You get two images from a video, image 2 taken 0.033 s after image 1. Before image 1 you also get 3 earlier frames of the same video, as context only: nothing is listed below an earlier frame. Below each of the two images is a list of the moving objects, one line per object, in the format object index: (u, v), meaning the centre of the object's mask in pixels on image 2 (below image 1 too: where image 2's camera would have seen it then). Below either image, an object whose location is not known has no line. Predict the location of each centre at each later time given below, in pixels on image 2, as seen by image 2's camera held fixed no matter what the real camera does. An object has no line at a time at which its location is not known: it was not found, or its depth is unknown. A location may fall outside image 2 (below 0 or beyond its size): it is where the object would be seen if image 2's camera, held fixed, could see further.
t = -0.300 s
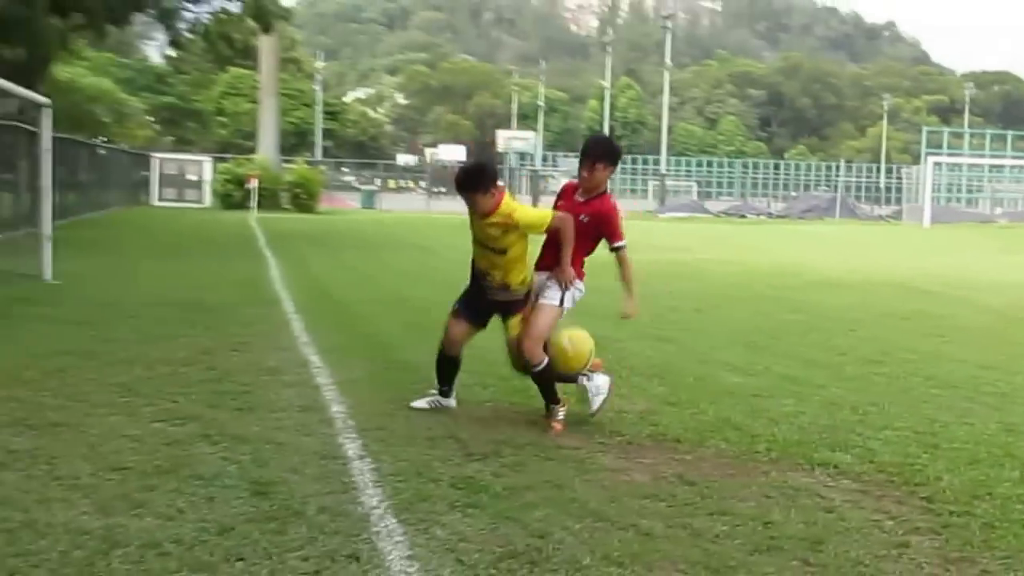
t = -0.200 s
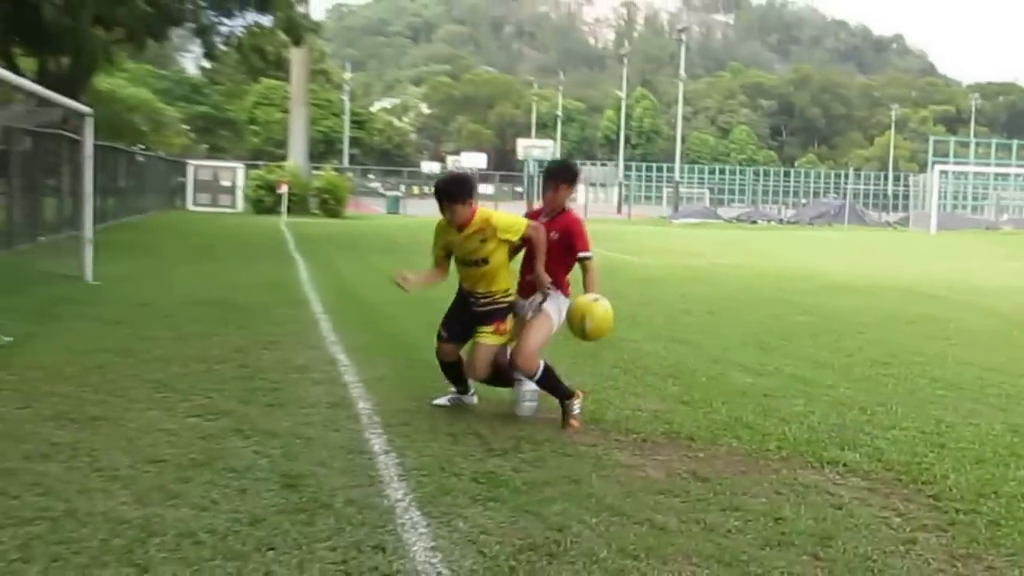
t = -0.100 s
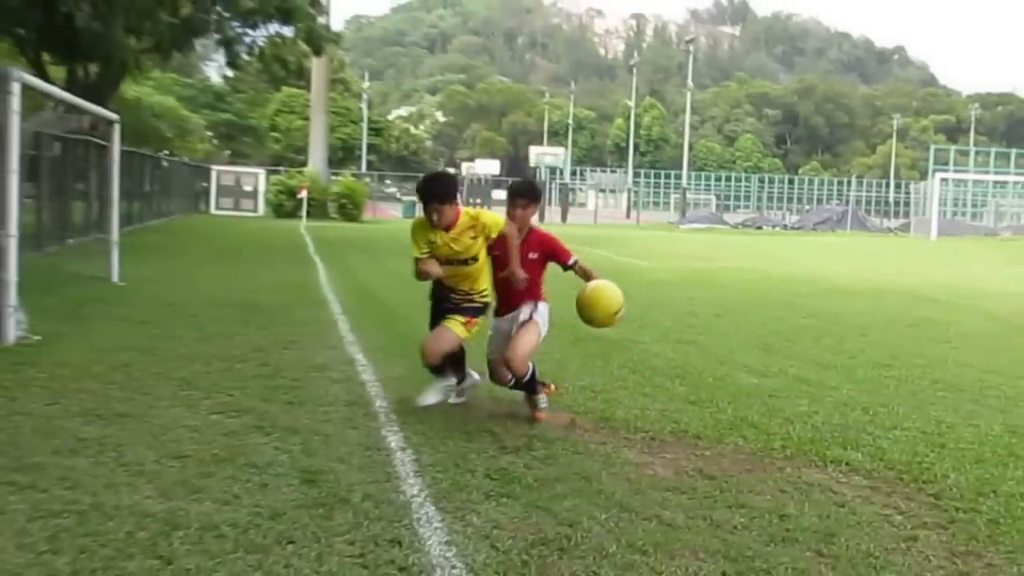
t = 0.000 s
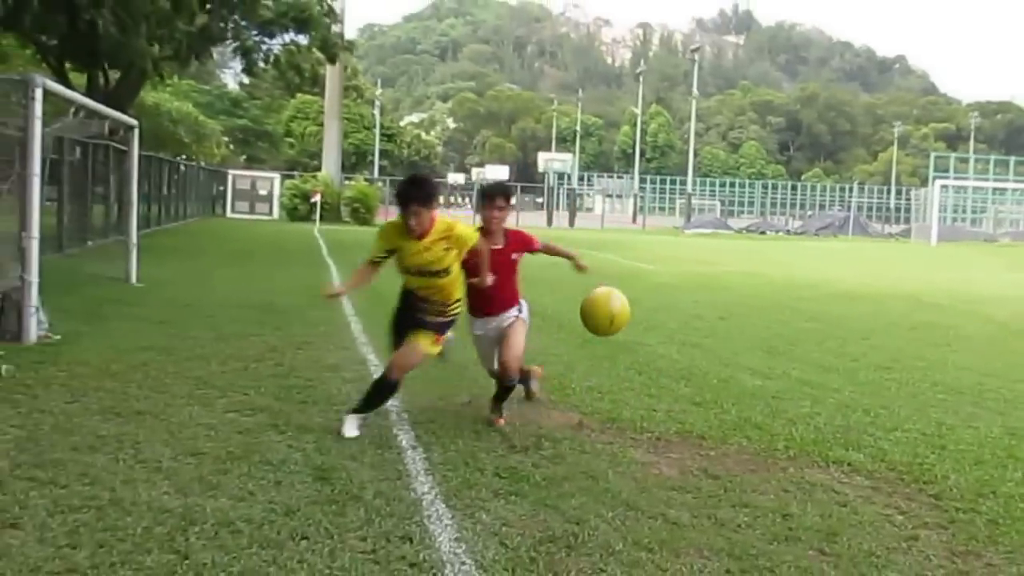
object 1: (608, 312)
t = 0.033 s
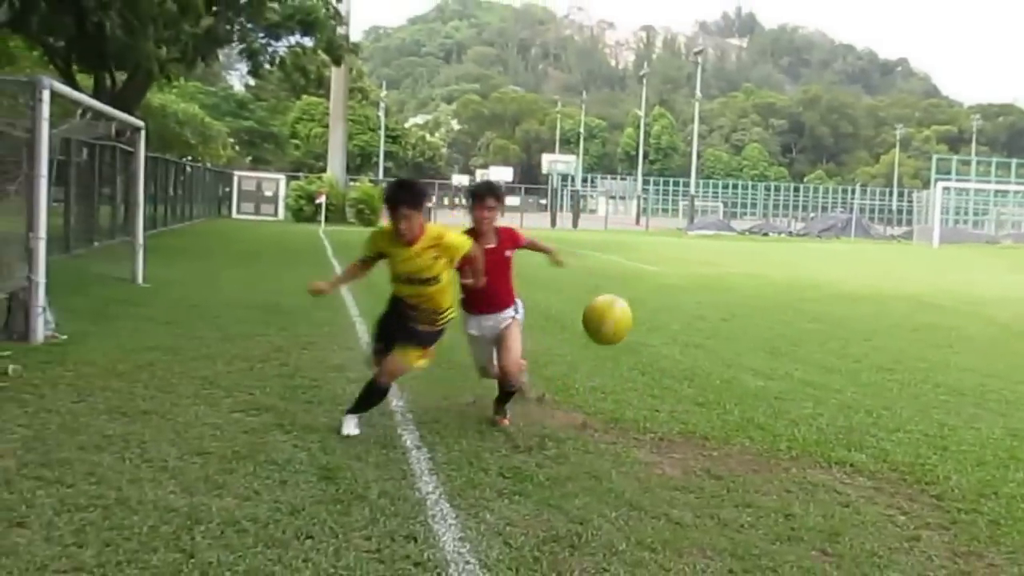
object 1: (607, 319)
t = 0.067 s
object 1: (606, 329)
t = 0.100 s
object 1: (605, 342)
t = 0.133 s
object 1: (604, 357)
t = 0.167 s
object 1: (601, 375)
